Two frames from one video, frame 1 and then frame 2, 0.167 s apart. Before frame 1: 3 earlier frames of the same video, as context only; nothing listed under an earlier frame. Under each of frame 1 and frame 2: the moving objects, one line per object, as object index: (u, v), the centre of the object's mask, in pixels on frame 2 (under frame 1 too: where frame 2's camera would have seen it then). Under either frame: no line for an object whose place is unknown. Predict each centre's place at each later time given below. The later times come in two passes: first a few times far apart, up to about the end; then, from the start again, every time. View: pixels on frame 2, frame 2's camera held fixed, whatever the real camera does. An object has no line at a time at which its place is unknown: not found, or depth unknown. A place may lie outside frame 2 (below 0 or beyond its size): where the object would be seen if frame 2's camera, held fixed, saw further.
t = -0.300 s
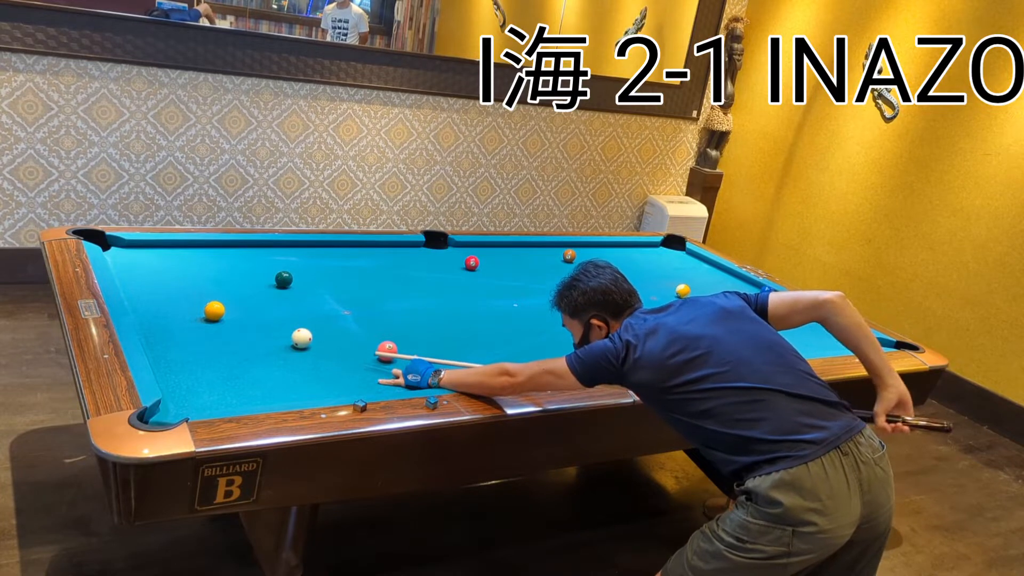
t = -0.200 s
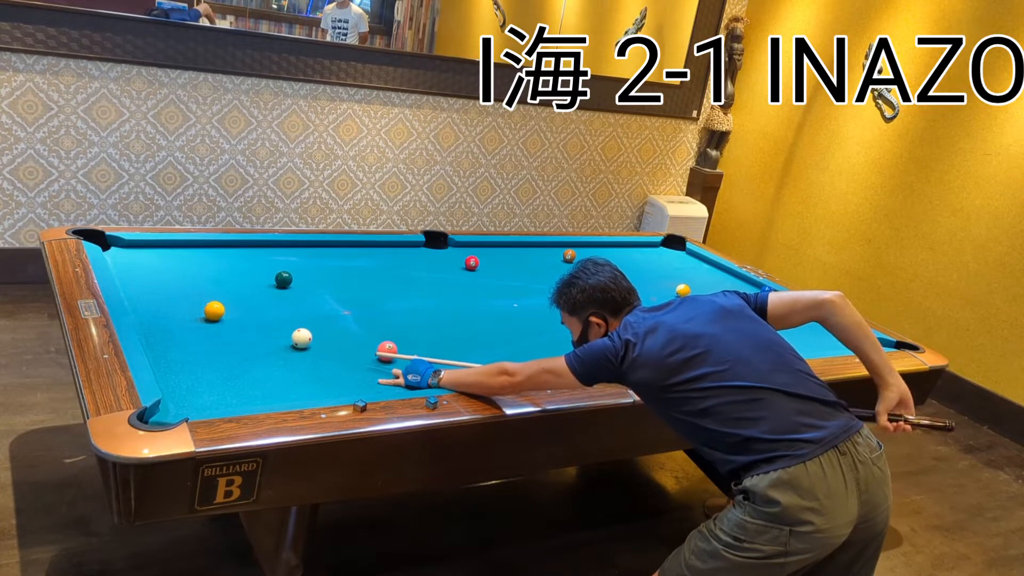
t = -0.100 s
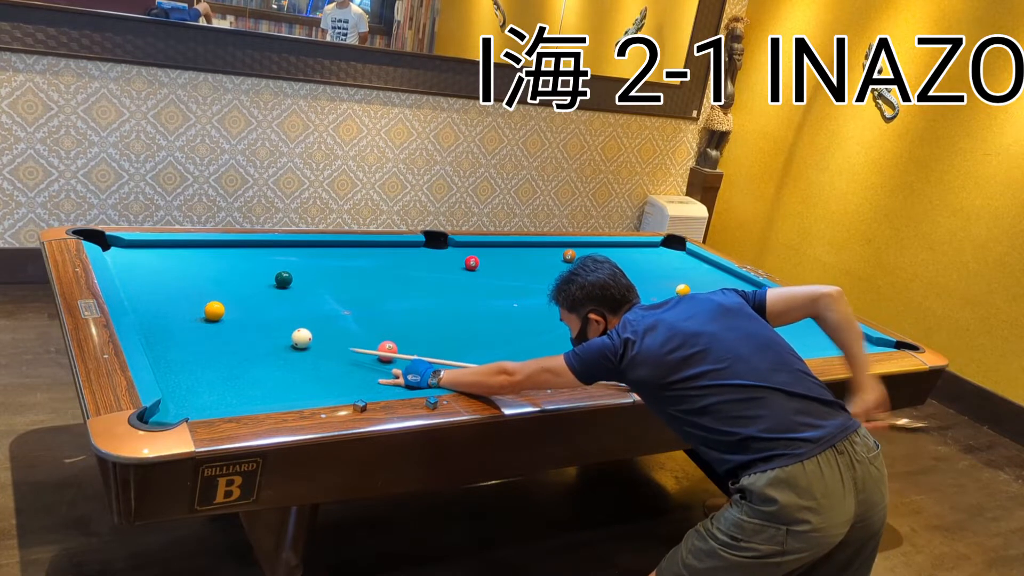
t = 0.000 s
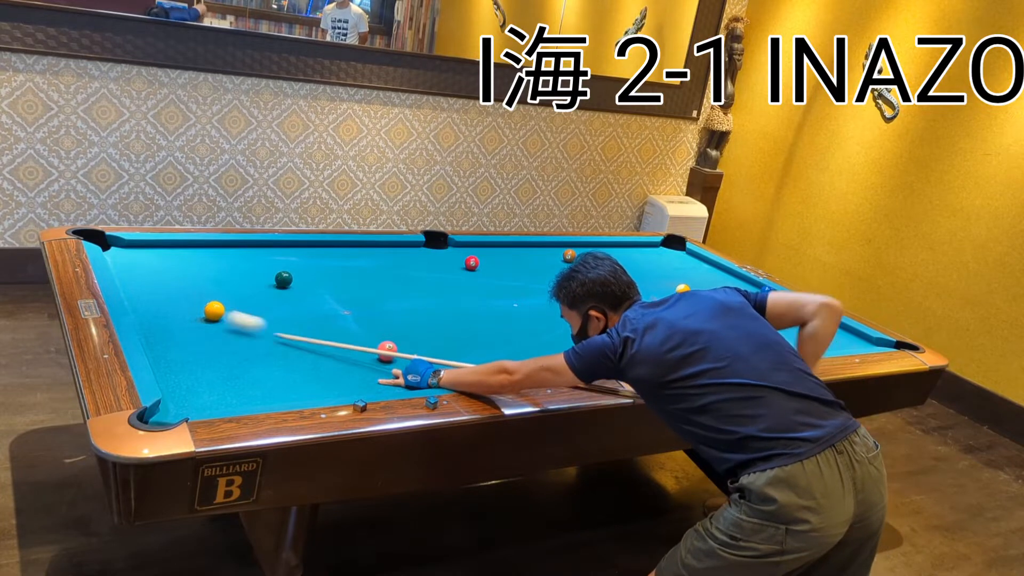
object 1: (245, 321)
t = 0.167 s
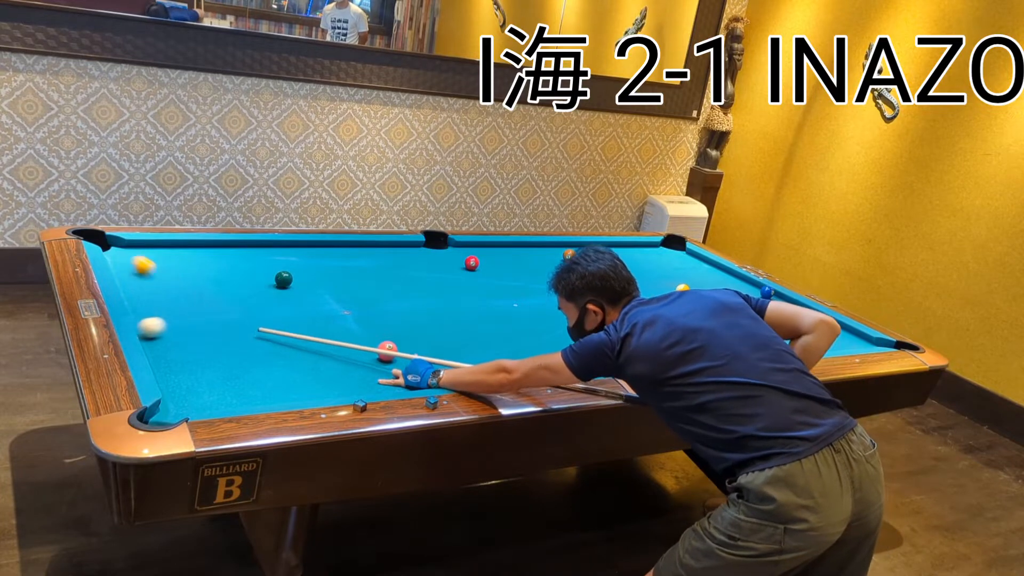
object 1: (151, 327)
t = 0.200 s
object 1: (147, 329)
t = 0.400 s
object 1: (199, 342)
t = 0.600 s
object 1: (249, 354)
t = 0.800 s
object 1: (300, 366)
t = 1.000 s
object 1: (350, 379)
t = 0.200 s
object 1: (147, 329)
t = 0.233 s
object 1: (156, 332)
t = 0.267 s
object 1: (164, 334)
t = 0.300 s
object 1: (173, 336)
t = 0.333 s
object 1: (181, 338)
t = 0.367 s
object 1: (190, 340)
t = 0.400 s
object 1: (199, 342)
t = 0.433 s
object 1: (207, 344)
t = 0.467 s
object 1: (216, 346)
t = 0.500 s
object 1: (224, 348)
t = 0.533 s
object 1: (232, 350)
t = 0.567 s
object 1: (241, 352)
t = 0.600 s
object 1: (249, 354)
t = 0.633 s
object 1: (258, 356)
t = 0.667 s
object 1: (266, 358)
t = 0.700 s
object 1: (275, 360)
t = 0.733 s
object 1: (283, 363)
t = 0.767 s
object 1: (292, 364)
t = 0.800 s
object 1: (300, 366)
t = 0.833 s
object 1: (308, 369)
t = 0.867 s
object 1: (316, 371)
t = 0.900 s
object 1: (325, 373)
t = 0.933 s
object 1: (333, 374)
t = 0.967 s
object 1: (341, 377)
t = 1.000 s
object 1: (350, 379)
